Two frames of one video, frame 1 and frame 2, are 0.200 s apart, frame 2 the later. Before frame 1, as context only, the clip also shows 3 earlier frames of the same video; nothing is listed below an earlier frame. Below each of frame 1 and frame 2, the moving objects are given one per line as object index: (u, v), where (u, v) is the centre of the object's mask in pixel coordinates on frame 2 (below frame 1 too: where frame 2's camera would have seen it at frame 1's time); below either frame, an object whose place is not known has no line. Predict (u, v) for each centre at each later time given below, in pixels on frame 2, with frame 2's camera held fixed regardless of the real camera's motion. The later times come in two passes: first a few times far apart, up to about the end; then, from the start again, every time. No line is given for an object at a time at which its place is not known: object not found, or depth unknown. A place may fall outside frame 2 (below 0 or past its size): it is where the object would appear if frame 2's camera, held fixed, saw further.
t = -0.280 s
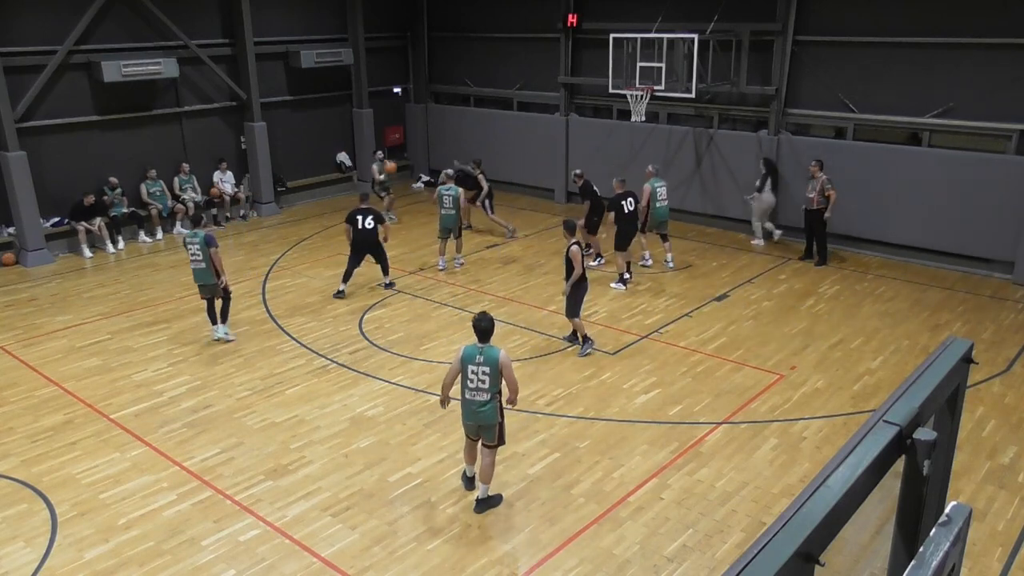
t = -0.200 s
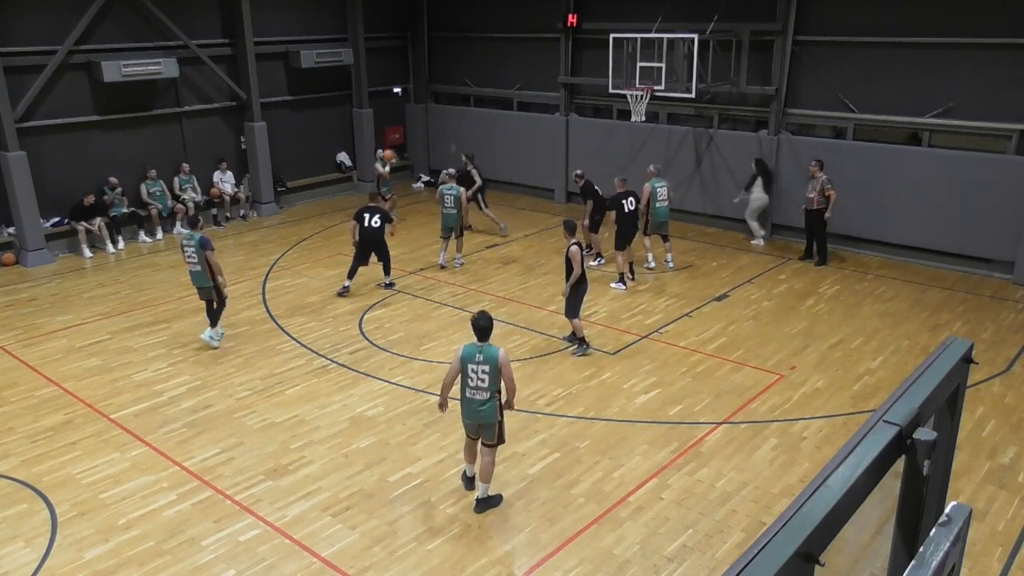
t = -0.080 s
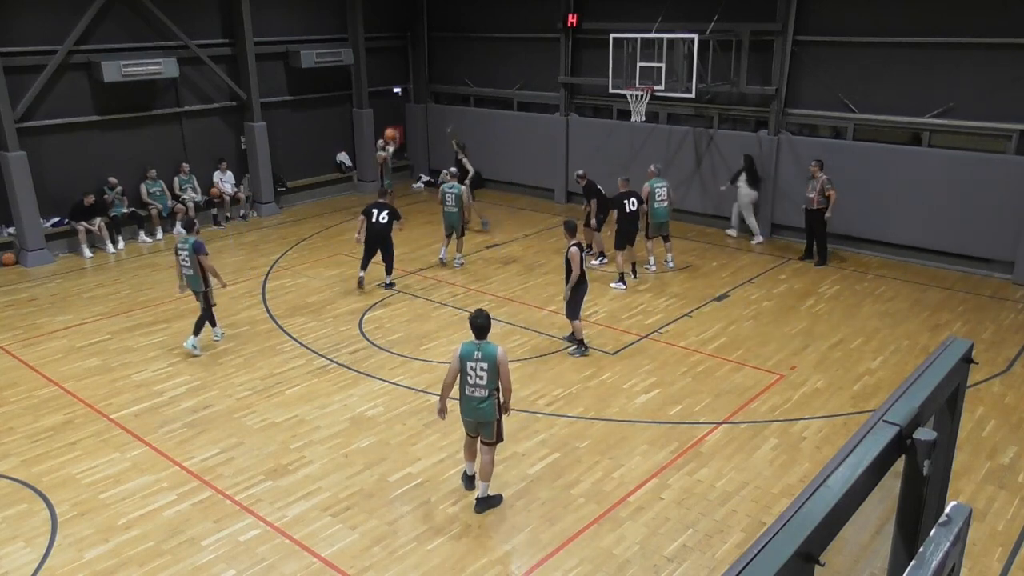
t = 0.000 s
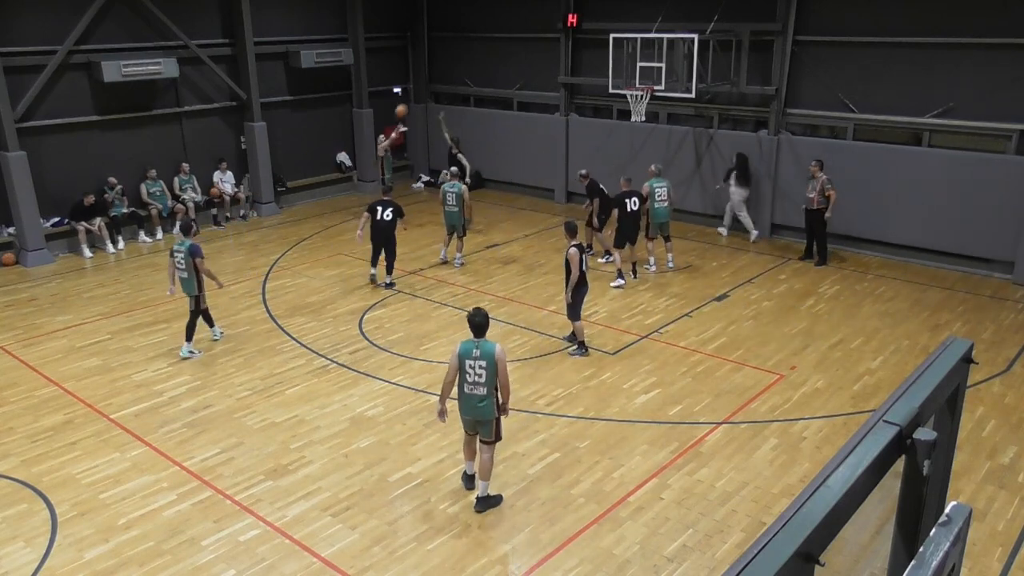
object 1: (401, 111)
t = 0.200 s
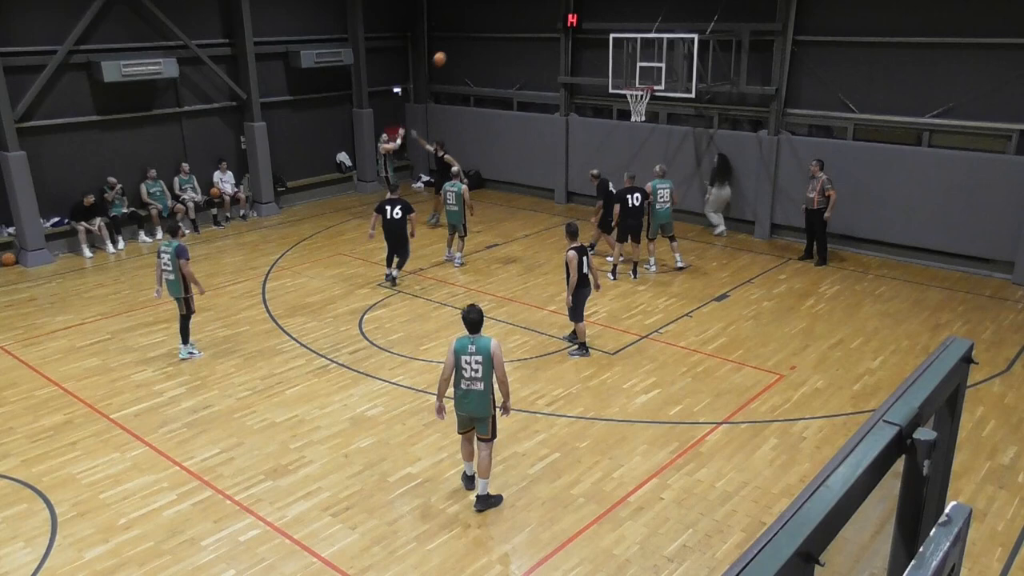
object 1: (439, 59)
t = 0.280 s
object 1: (456, 42)
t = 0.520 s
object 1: (508, 11)
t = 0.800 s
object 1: (576, 12)
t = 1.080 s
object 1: (646, 59)
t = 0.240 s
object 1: (447, 51)
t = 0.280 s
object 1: (456, 42)
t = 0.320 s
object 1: (464, 35)
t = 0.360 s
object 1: (473, 29)
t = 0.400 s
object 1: (482, 23)
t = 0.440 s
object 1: (490, 18)
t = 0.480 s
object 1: (499, 14)
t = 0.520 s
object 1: (508, 11)
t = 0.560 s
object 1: (518, 8)
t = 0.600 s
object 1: (527, 7)
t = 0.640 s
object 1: (537, 6)
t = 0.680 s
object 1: (546, 6)
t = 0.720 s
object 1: (556, 7)
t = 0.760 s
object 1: (565, 9)
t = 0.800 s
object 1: (576, 12)
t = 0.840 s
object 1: (585, 16)
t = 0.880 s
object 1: (595, 20)
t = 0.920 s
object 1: (605, 27)
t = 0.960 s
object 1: (615, 33)
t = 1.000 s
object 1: (625, 43)
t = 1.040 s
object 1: (634, 50)
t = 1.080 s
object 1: (646, 59)
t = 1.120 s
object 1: (655, 71)
